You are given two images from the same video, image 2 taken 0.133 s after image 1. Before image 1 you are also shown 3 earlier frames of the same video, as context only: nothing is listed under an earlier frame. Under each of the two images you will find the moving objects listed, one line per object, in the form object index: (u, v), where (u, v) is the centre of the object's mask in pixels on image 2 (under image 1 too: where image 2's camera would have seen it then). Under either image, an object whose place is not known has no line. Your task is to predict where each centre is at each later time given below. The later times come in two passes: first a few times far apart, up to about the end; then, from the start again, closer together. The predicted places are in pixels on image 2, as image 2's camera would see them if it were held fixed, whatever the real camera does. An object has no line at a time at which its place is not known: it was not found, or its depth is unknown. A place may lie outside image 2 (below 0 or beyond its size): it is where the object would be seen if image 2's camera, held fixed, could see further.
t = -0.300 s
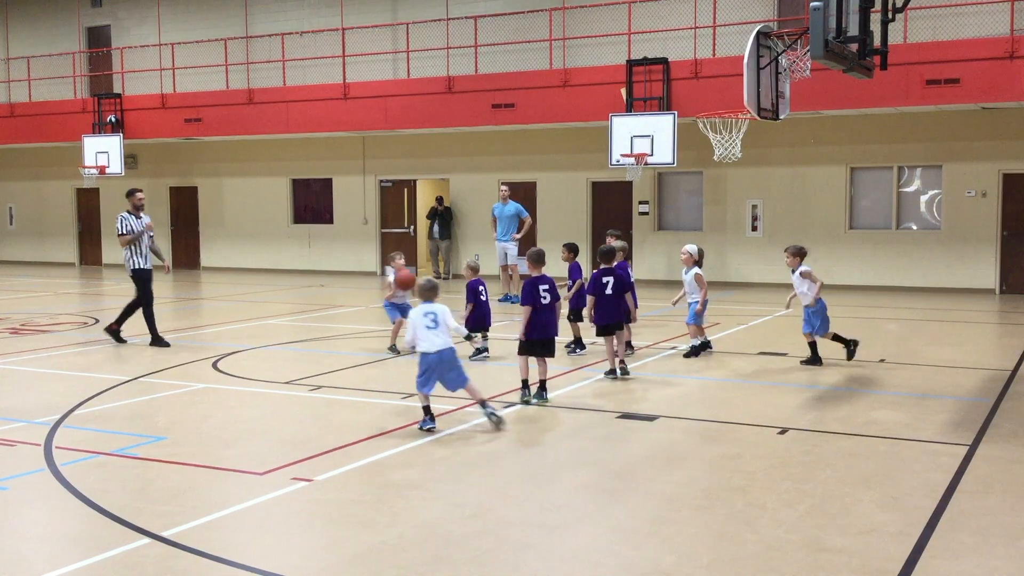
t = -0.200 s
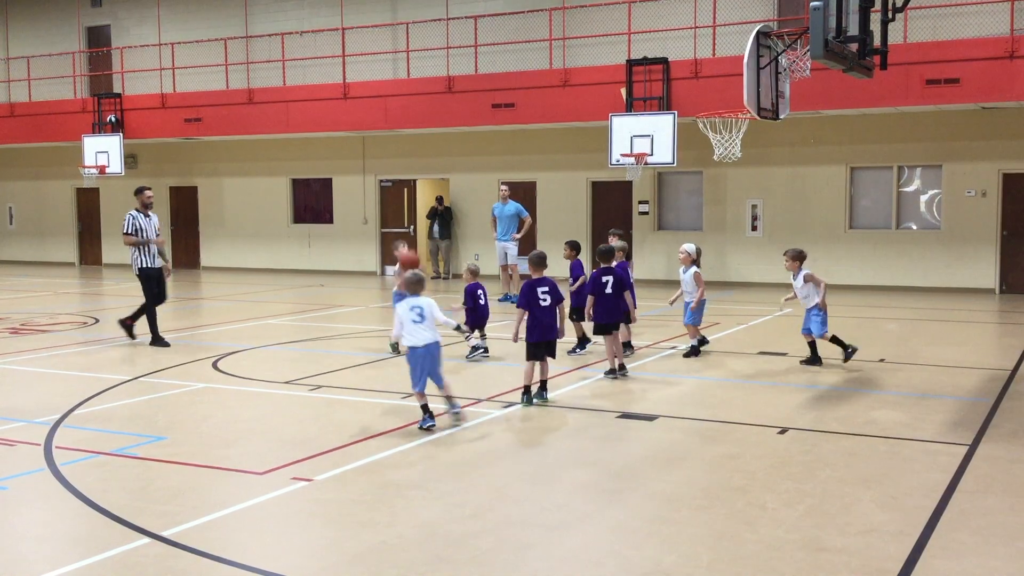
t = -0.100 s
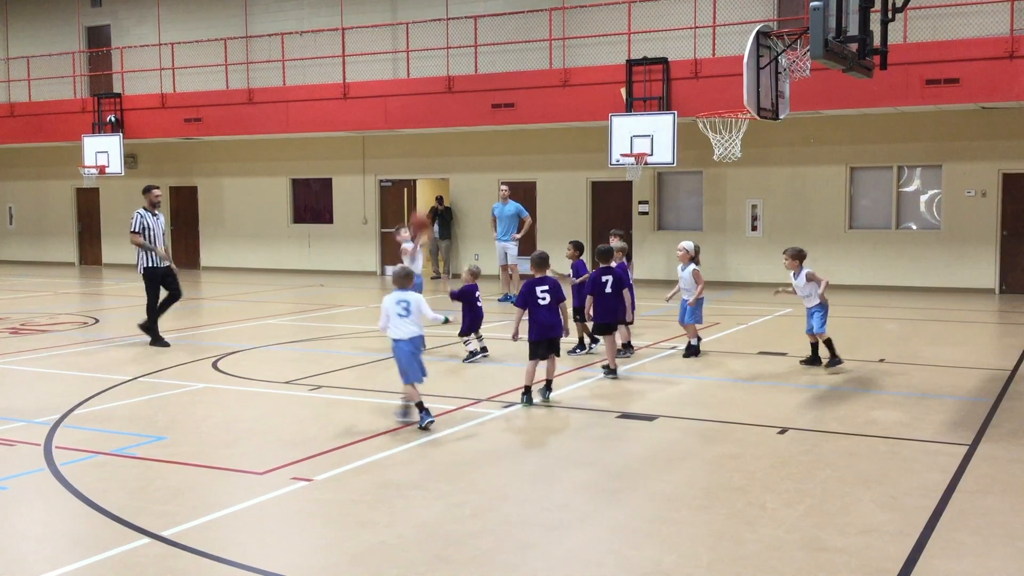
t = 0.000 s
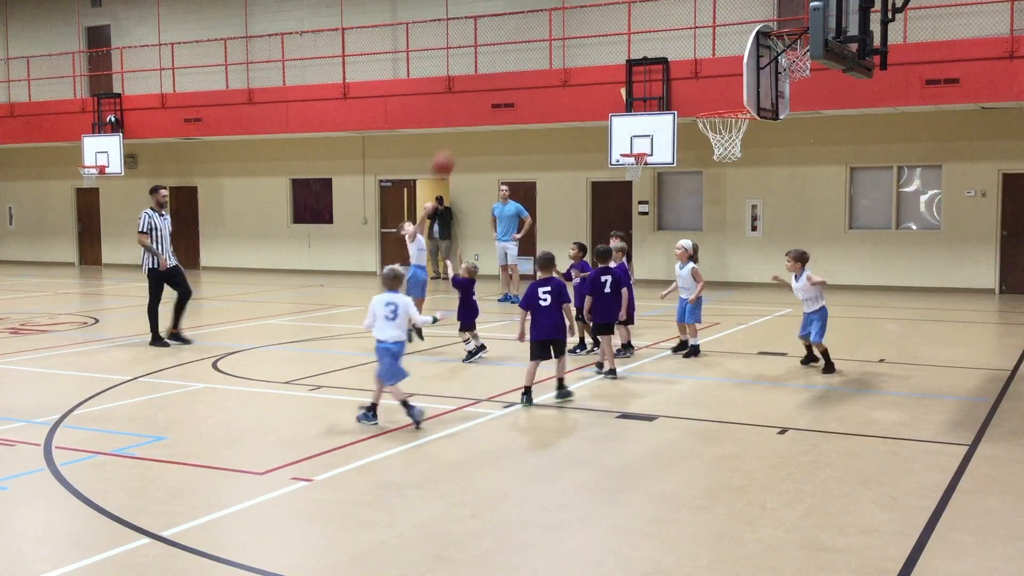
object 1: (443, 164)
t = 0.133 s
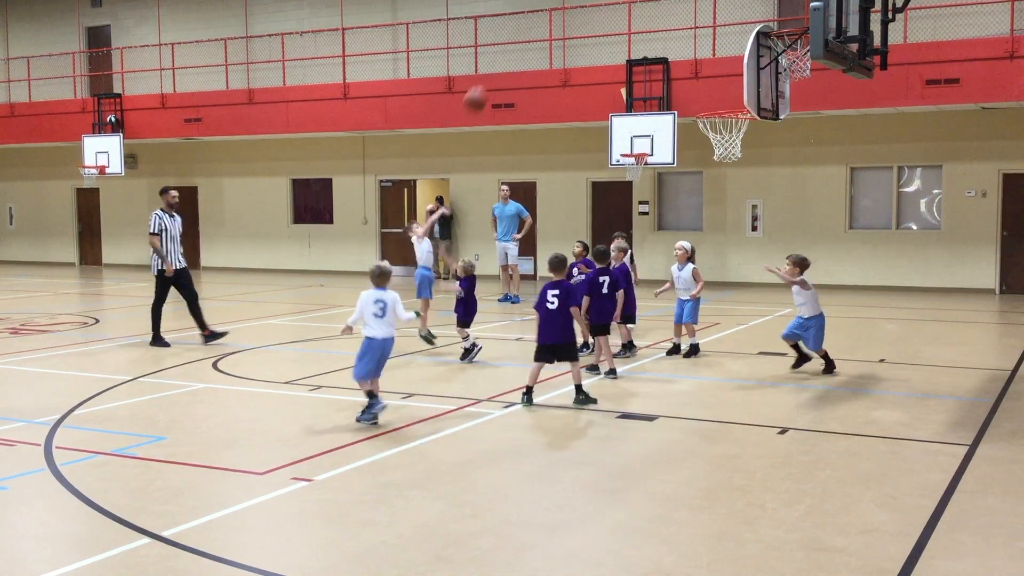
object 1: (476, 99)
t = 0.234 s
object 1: (501, 60)
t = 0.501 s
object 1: (572, 5)
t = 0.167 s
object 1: (483, 86)
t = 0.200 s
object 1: (493, 72)
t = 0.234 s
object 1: (501, 60)
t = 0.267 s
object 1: (509, 49)
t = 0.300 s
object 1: (518, 38)
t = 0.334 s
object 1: (527, 29)
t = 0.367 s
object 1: (536, 21)
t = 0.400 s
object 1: (545, 14)
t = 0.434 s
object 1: (554, 9)
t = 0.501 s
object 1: (572, 5)
